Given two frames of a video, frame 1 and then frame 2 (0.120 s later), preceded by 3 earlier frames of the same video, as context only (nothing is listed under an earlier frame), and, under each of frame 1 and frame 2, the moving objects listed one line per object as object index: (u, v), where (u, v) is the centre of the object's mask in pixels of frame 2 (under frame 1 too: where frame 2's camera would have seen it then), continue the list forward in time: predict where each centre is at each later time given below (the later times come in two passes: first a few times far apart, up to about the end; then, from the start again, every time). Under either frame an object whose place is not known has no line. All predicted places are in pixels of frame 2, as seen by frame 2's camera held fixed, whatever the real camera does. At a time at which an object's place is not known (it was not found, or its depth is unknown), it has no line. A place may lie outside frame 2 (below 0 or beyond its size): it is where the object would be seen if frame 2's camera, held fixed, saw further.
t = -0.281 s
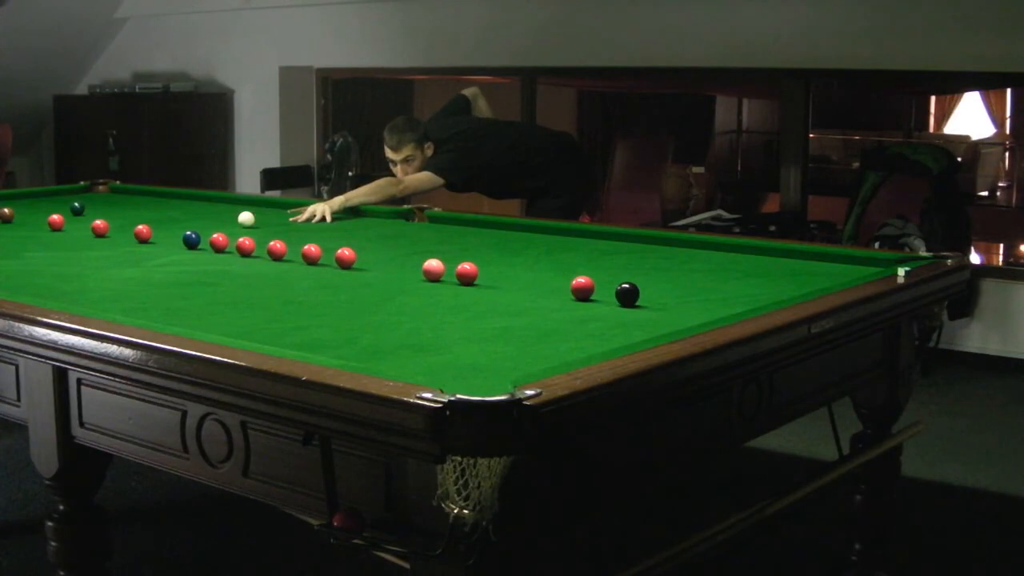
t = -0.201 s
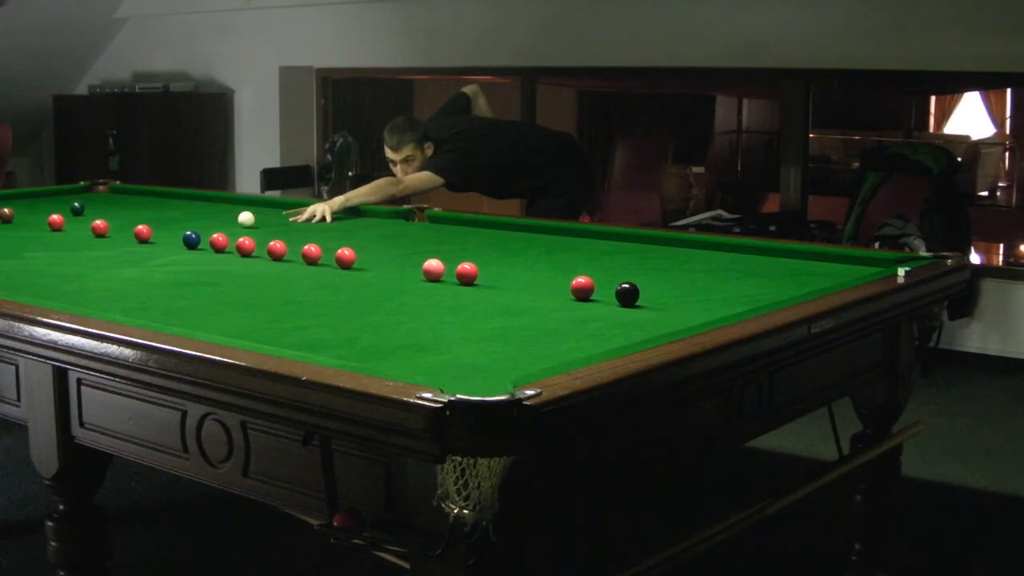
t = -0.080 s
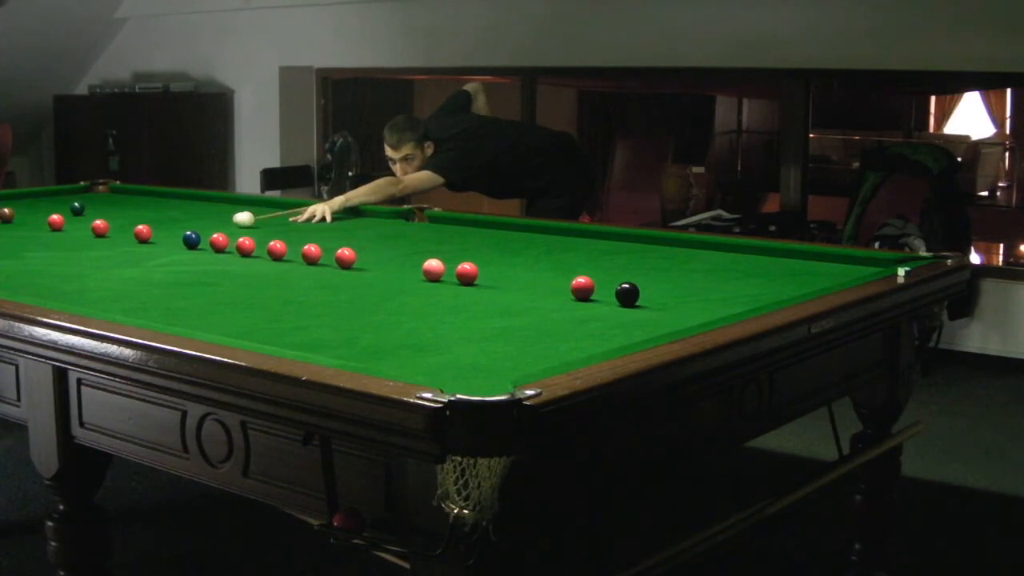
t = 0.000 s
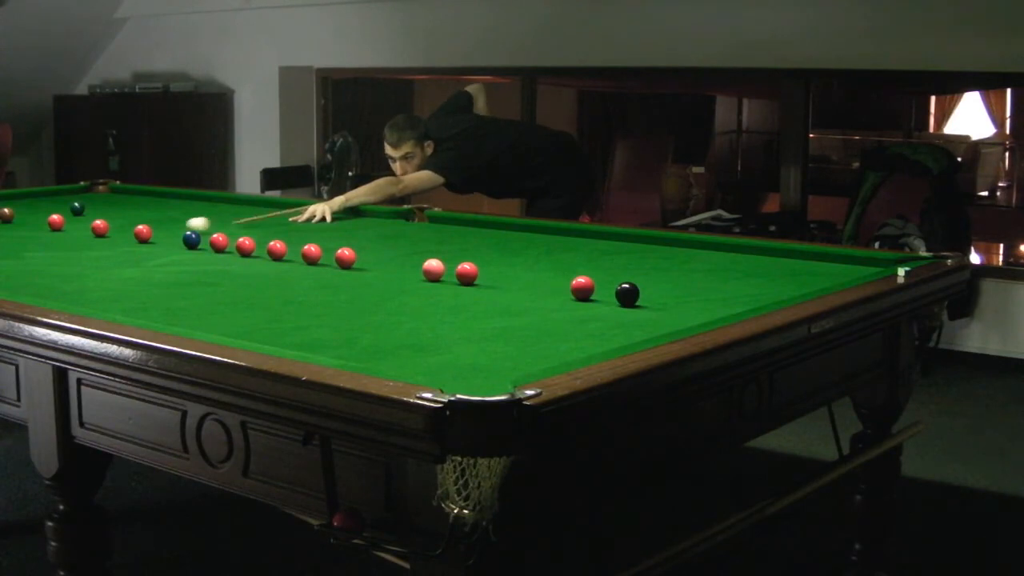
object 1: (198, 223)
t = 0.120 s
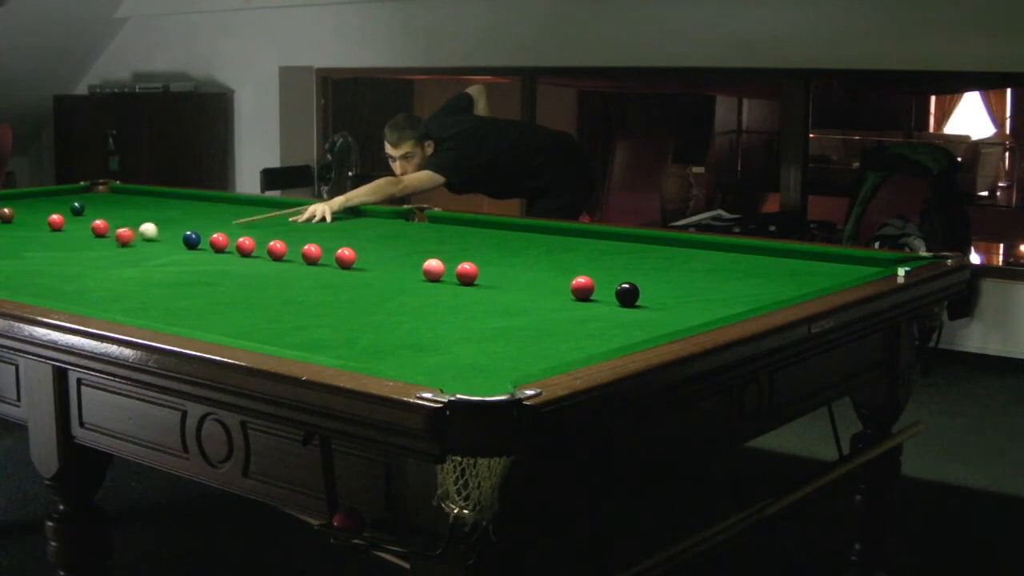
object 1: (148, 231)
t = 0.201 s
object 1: (138, 231)
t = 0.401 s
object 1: (114, 232)
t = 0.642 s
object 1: (86, 232)
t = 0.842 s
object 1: (66, 233)
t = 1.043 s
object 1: (46, 233)
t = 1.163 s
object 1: (35, 233)
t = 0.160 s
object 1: (143, 231)
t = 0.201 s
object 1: (138, 231)
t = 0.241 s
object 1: (133, 231)
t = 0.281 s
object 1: (128, 231)
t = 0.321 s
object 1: (124, 231)
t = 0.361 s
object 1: (119, 232)
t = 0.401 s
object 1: (114, 232)
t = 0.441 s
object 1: (109, 232)
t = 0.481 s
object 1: (105, 232)
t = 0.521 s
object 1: (100, 232)
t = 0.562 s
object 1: (95, 232)
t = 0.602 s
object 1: (91, 232)
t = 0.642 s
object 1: (86, 232)
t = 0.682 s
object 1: (82, 233)
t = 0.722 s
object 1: (78, 233)
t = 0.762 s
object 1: (74, 233)
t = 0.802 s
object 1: (70, 233)
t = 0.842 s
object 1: (66, 233)
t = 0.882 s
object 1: (62, 233)
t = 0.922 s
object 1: (58, 233)
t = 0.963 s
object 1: (54, 233)
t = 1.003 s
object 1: (50, 233)
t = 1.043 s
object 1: (46, 233)
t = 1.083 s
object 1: (42, 233)
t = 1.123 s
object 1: (39, 233)
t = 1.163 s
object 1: (35, 233)
